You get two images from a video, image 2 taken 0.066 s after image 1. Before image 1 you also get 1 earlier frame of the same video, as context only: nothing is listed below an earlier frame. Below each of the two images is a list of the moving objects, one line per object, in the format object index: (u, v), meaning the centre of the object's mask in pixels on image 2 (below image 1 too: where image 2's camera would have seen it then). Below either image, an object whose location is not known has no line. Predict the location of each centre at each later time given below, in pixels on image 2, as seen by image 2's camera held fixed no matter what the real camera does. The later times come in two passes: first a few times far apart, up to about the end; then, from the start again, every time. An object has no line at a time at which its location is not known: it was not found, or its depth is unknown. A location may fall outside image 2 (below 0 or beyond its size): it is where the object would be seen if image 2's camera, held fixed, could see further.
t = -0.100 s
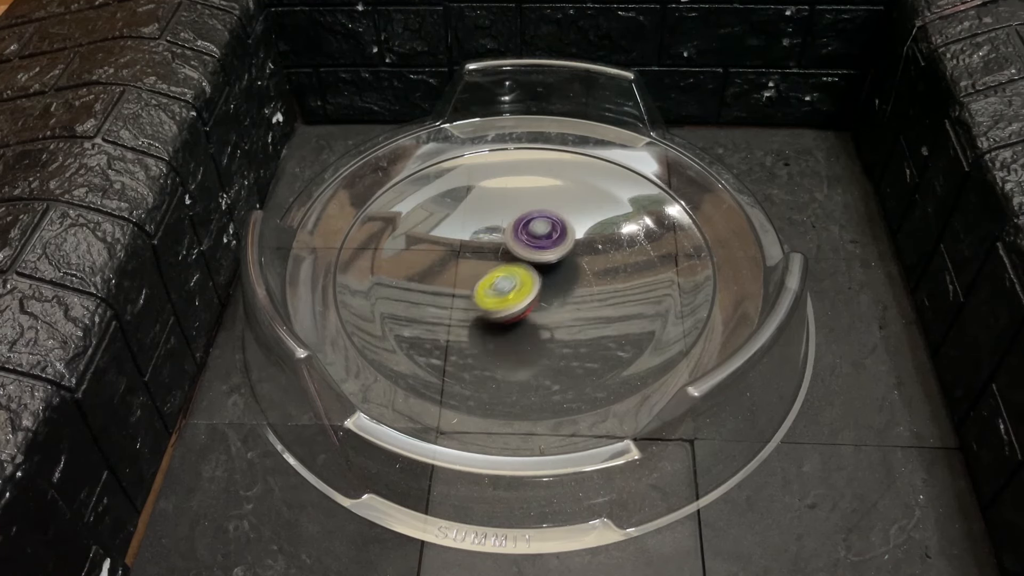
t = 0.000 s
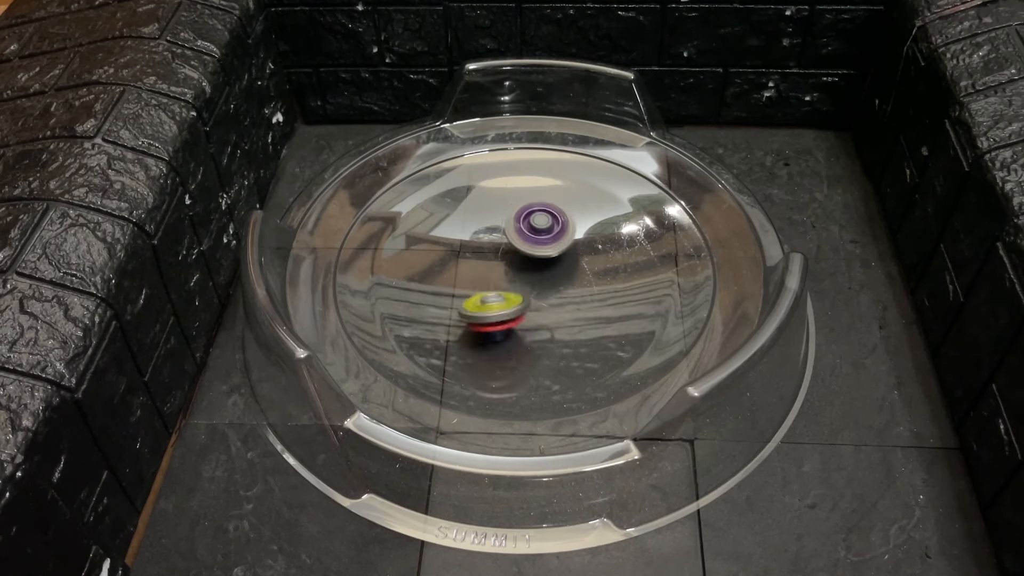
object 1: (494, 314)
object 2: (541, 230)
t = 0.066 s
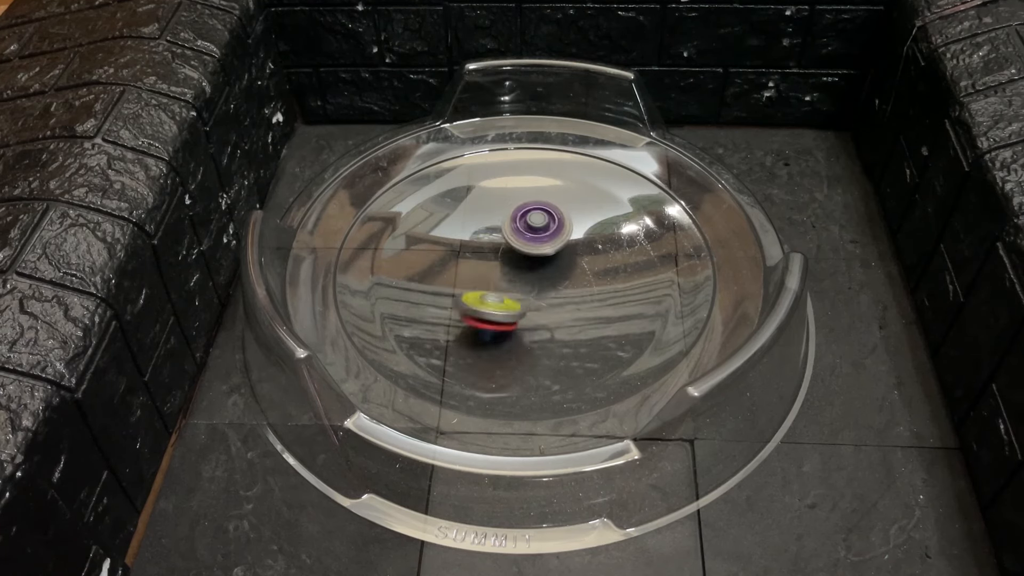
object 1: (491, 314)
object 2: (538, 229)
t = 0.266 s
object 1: (510, 285)
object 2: (529, 231)
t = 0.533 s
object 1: (513, 282)
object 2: (533, 226)
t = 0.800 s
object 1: (487, 312)
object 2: (545, 231)
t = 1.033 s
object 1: (502, 290)
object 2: (533, 248)
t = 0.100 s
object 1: (491, 313)
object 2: (536, 228)
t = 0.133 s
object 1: (493, 306)
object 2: (534, 228)
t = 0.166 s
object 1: (497, 302)
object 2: (532, 228)
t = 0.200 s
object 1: (501, 296)
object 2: (531, 229)
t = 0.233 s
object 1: (506, 291)
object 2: (530, 230)
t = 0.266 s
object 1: (510, 285)
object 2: (529, 231)
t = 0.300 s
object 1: (509, 287)
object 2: (532, 226)
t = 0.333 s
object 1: (510, 284)
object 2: (532, 225)
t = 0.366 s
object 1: (510, 283)
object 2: (532, 225)
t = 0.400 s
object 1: (511, 282)
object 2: (532, 224)
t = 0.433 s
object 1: (512, 279)
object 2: (531, 225)
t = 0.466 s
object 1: (514, 277)
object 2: (531, 225)
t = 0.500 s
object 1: (516, 277)
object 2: (530, 225)
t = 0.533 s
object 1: (513, 282)
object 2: (533, 226)
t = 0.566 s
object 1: (504, 288)
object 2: (539, 223)
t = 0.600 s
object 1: (497, 296)
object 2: (543, 223)
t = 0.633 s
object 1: (492, 302)
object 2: (545, 223)
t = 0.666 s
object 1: (488, 306)
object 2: (545, 224)
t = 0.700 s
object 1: (487, 311)
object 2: (546, 225)
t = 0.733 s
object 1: (485, 313)
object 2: (546, 227)
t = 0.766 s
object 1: (485, 313)
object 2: (546, 229)
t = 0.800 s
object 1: (487, 312)
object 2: (545, 231)
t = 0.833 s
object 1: (489, 309)
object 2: (544, 234)
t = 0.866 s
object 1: (491, 307)
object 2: (543, 236)
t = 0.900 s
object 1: (493, 304)
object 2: (541, 239)
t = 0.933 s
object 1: (496, 300)
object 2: (539, 241)
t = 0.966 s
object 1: (499, 294)
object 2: (537, 245)
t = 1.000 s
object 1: (502, 291)
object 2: (534, 247)
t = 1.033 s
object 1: (502, 290)
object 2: (533, 248)
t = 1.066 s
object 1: (499, 289)
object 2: (535, 248)
